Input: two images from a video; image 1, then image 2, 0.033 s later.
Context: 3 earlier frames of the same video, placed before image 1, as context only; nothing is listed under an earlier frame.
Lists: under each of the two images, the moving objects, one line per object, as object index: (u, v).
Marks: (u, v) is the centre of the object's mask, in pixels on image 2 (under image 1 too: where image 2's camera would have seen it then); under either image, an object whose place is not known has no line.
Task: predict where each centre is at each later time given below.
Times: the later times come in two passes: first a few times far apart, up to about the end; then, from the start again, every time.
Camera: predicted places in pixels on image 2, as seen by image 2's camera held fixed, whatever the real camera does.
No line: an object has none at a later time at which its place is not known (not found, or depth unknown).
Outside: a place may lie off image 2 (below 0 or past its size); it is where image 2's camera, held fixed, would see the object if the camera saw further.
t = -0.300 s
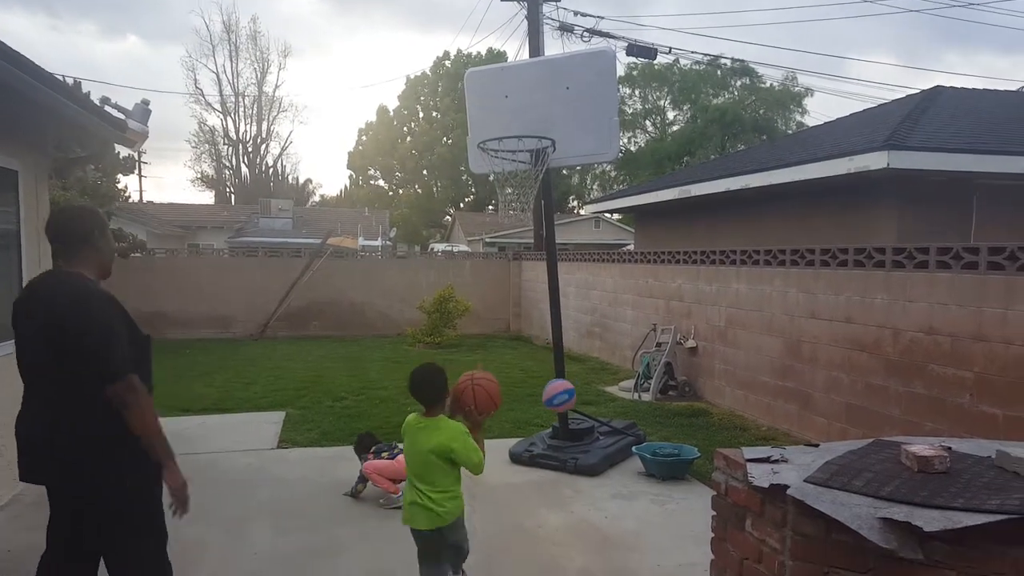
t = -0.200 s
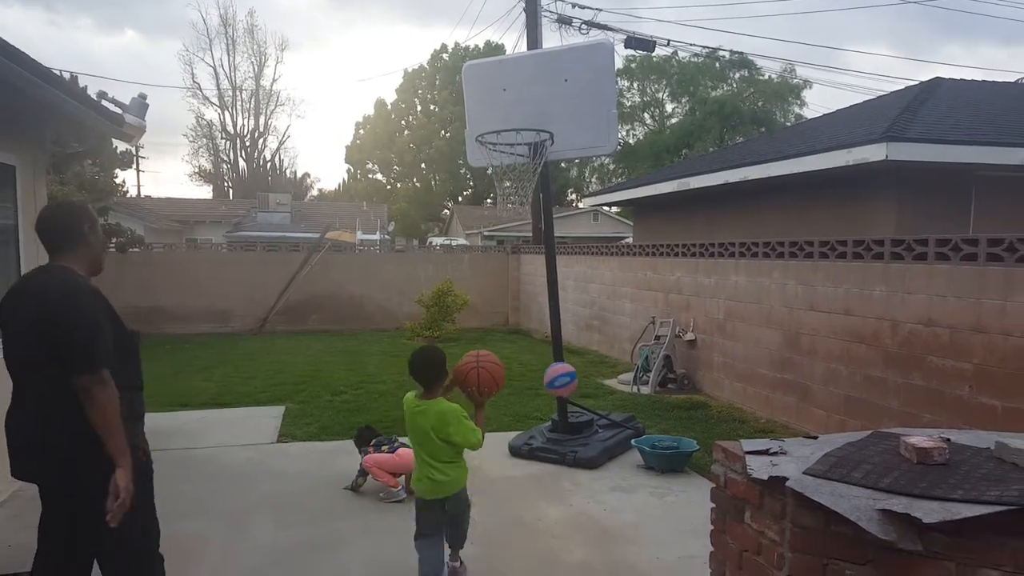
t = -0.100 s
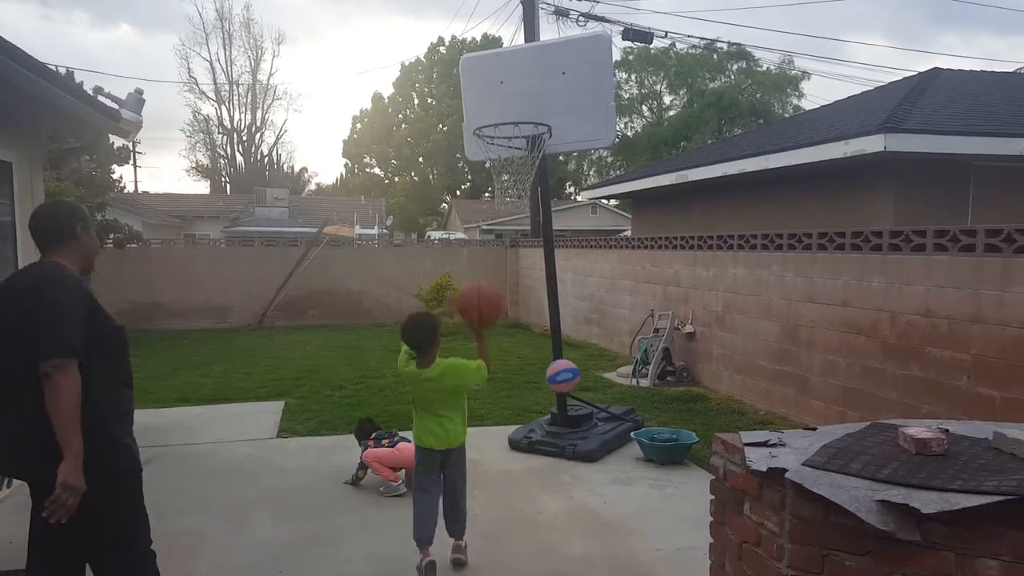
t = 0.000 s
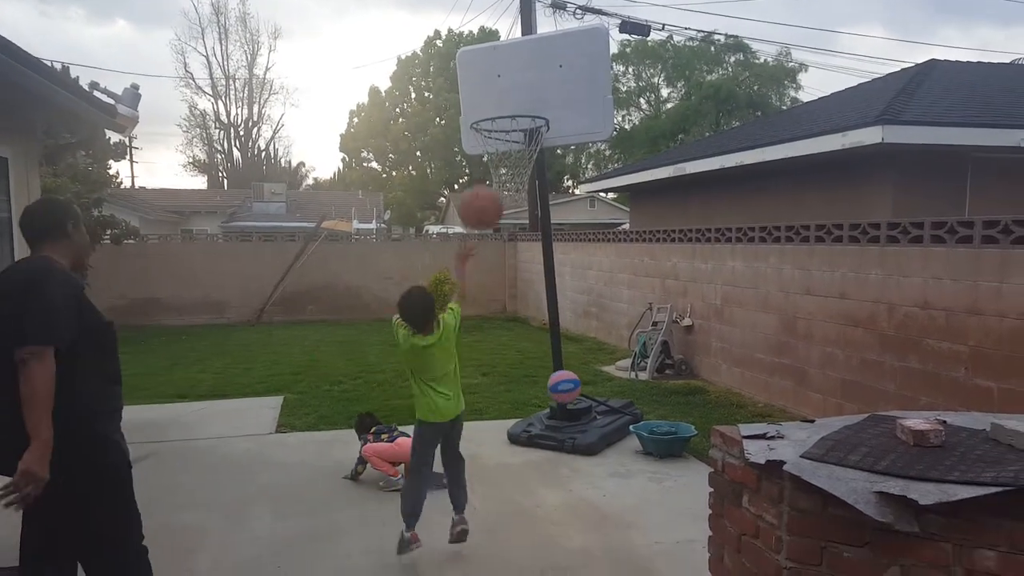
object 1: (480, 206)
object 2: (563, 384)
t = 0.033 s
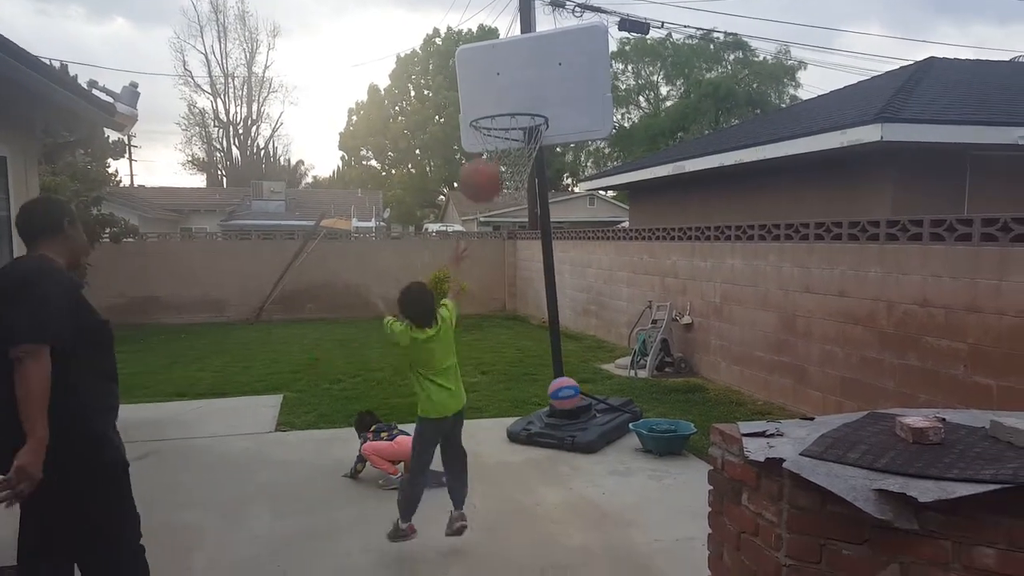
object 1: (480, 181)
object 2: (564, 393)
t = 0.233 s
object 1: (488, 86)
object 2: (570, 421)
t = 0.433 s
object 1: (494, 76)
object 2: (575, 394)
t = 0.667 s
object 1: (488, 110)
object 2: (582, 425)
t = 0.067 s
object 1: (482, 156)
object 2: (565, 404)
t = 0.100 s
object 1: (483, 139)
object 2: (566, 415)
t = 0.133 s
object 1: (484, 121)
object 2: (566, 429)
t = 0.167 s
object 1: (485, 107)
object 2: (567, 443)
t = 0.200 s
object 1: (487, 96)
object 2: (569, 431)
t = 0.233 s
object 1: (488, 86)
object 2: (570, 421)
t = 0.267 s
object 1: (489, 80)
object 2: (571, 412)
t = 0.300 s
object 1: (490, 75)
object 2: (572, 406)
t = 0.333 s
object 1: (491, 72)
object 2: (572, 402)
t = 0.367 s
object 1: (492, 72)
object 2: (573, 399)
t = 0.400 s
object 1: (493, 73)
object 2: (574, 398)
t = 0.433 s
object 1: (494, 76)
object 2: (575, 394)
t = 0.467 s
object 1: (495, 81)
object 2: (576, 393)
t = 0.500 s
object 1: (497, 88)
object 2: (577, 394)
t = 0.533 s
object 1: (498, 95)
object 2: (578, 398)
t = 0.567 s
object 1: (499, 104)
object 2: (579, 402)
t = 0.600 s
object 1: (499, 114)
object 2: (580, 407)
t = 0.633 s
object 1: (494, 115)
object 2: (581, 415)
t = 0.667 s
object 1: (488, 110)
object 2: (582, 425)
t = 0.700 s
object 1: (483, 108)
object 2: (582, 435)
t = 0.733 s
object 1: (478, 106)
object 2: (582, 437)
